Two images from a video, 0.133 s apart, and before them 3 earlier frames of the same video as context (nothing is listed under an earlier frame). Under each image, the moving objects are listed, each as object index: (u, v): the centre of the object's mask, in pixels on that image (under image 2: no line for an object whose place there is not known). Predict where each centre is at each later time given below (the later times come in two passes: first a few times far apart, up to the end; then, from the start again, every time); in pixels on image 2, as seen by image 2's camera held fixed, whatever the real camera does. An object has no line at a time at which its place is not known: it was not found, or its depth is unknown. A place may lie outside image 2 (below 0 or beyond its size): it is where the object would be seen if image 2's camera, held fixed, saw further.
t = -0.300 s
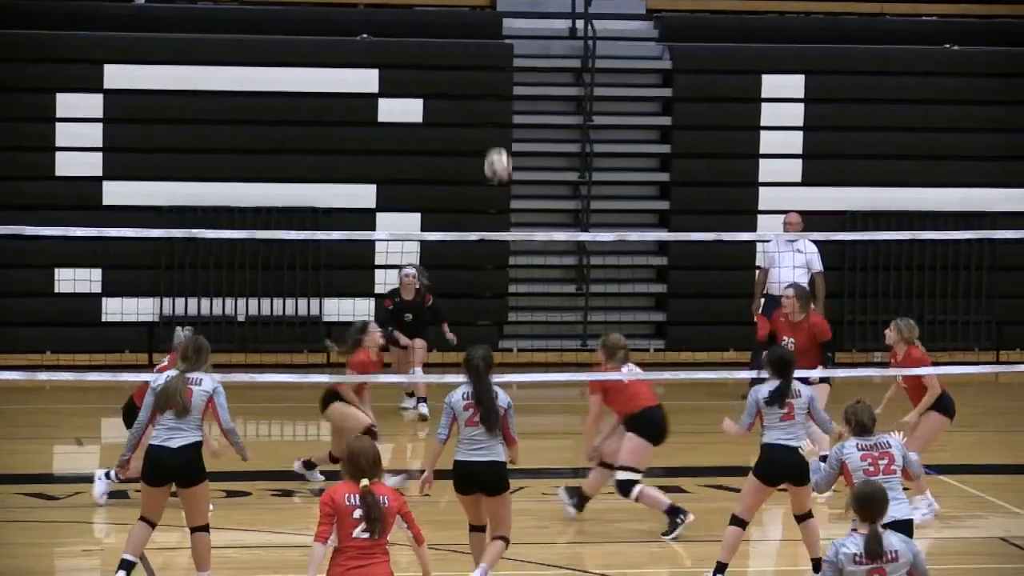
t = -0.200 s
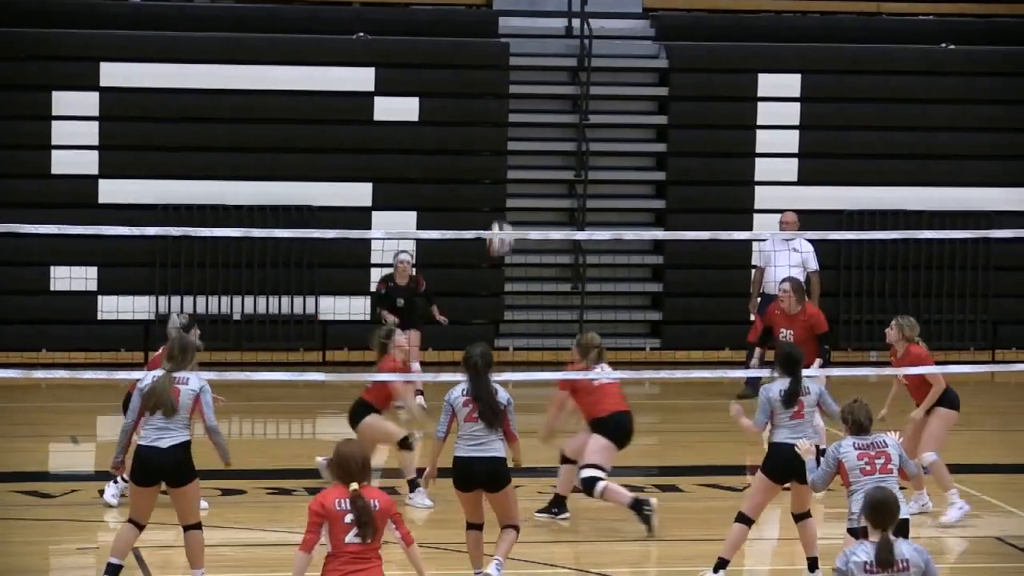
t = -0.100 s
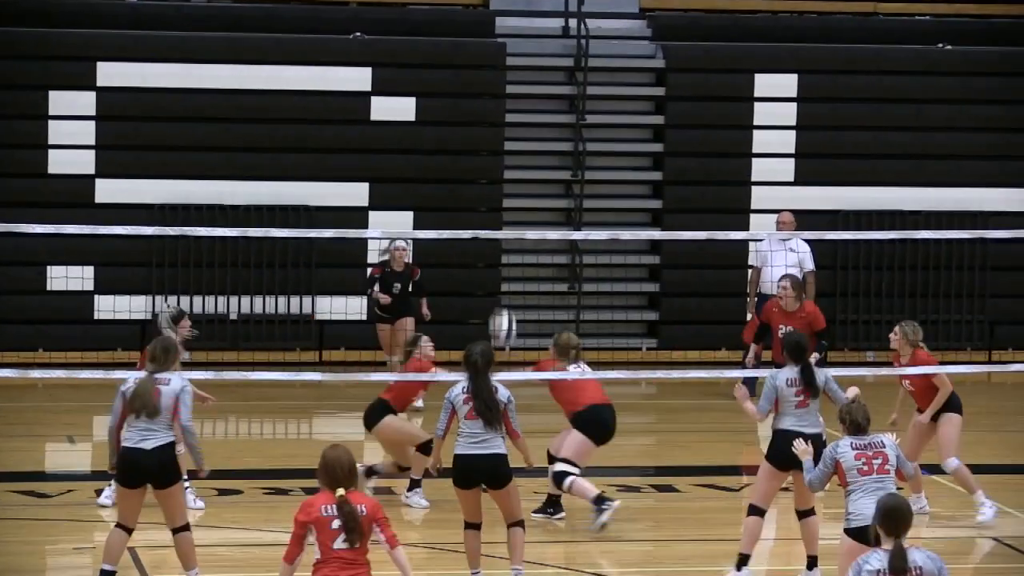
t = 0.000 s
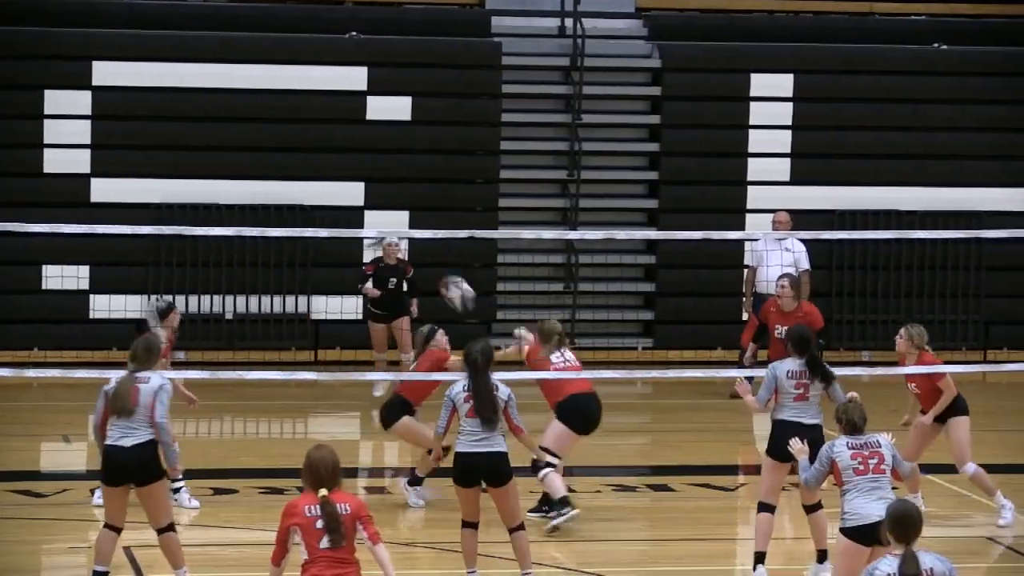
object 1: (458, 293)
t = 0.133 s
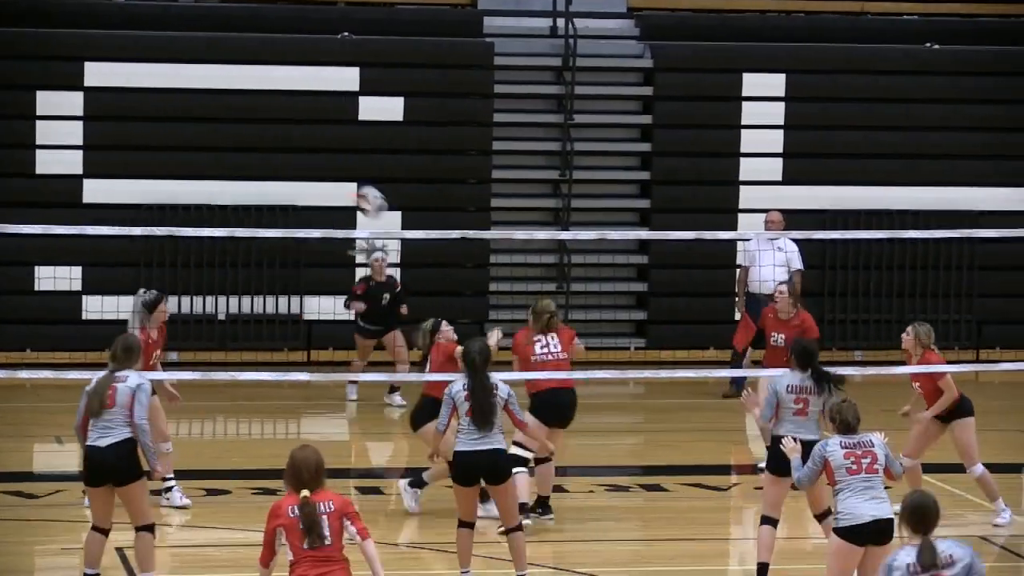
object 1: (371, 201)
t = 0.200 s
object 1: (329, 166)
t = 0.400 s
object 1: (207, 92)
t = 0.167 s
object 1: (350, 183)
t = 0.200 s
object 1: (329, 166)
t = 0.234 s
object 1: (310, 150)
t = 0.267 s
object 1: (289, 135)
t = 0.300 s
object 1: (268, 122)
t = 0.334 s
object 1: (250, 110)
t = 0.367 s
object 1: (228, 100)
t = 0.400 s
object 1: (207, 92)
